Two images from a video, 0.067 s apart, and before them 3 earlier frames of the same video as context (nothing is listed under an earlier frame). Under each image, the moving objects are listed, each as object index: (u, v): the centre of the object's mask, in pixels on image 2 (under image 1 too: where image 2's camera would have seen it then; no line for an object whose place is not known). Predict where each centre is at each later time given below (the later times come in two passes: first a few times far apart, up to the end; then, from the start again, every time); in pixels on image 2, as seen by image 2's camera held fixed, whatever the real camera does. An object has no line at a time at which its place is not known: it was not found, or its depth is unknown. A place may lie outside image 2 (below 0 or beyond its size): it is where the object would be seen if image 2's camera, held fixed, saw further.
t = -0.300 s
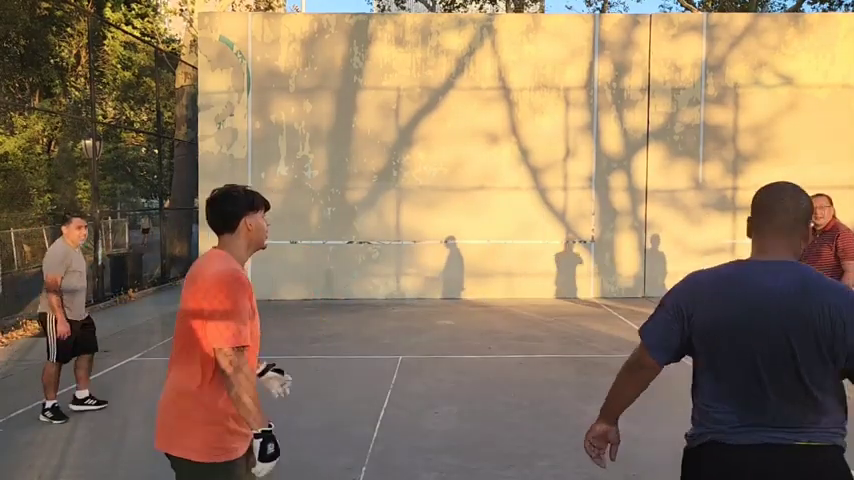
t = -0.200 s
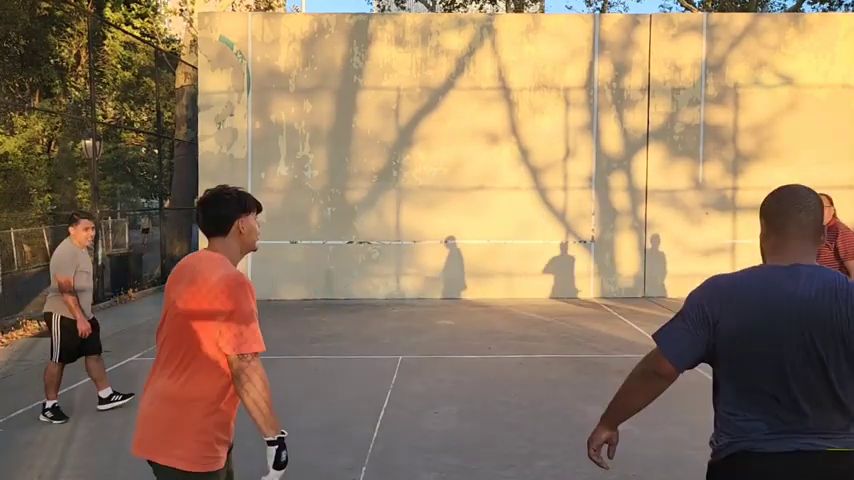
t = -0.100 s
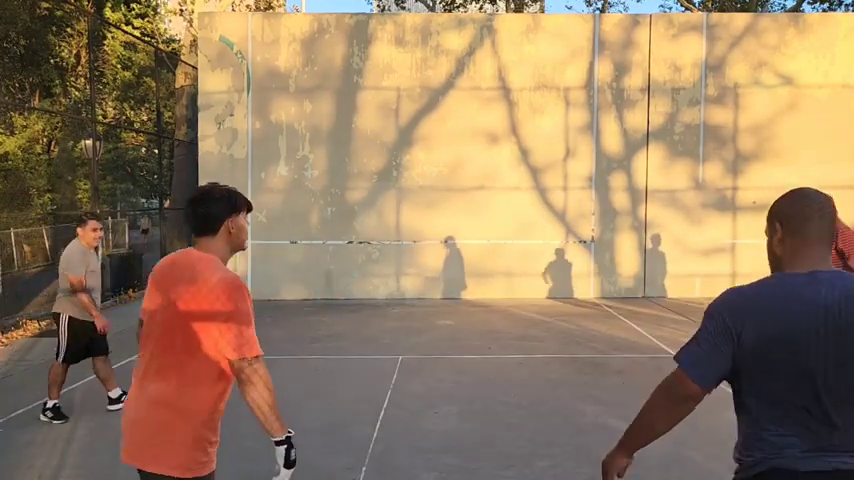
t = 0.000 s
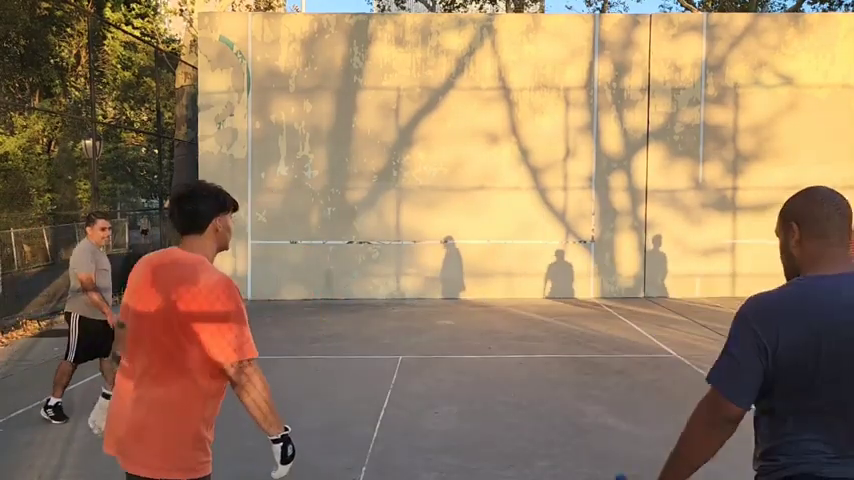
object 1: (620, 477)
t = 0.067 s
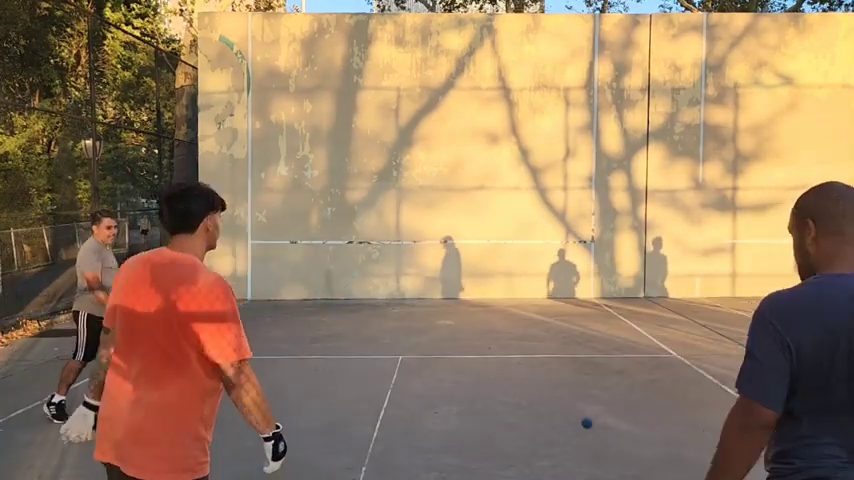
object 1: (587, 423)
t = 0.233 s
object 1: (511, 331)
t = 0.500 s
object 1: (414, 303)
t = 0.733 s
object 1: (349, 367)
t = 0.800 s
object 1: (333, 397)
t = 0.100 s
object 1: (570, 399)
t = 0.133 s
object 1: (555, 378)
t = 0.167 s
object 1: (540, 360)
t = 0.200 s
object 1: (525, 345)
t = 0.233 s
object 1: (511, 331)
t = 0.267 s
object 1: (498, 320)
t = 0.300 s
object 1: (484, 312)
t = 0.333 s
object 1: (472, 306)
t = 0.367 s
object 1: (460, 301)
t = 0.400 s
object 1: (447, 299)
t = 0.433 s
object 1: (436, 299)
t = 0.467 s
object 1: (425, 300)
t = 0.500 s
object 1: (414, 303)
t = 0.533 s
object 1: (404, 308)
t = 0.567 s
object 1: (394, 314)
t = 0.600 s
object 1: (384, 322)
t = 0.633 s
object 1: (375, 331)
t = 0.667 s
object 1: (366, 342)
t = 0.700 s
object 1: (357, 354)
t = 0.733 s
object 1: (349, 367)
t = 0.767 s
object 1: (341, 382)
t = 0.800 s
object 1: (333, 397)
